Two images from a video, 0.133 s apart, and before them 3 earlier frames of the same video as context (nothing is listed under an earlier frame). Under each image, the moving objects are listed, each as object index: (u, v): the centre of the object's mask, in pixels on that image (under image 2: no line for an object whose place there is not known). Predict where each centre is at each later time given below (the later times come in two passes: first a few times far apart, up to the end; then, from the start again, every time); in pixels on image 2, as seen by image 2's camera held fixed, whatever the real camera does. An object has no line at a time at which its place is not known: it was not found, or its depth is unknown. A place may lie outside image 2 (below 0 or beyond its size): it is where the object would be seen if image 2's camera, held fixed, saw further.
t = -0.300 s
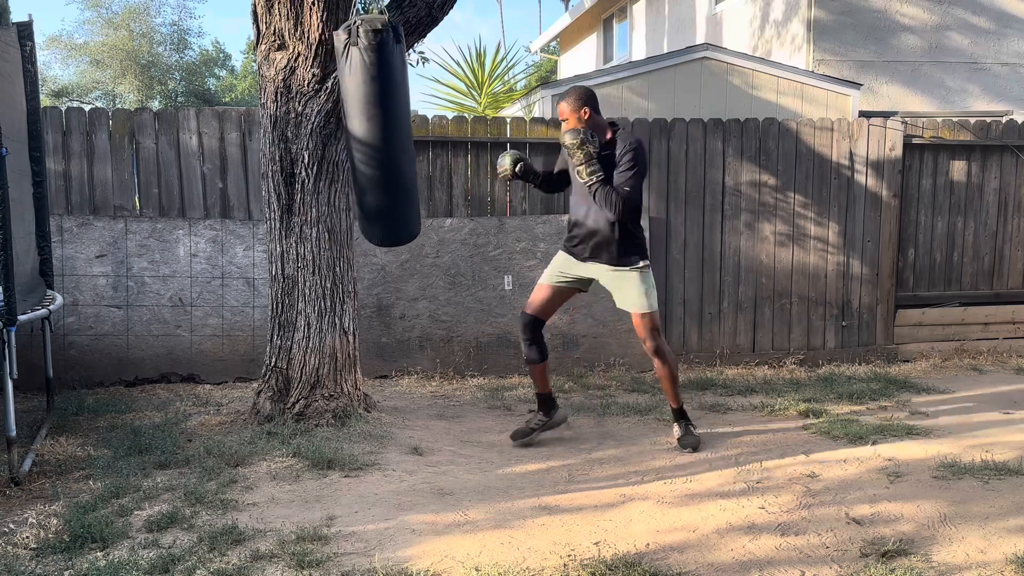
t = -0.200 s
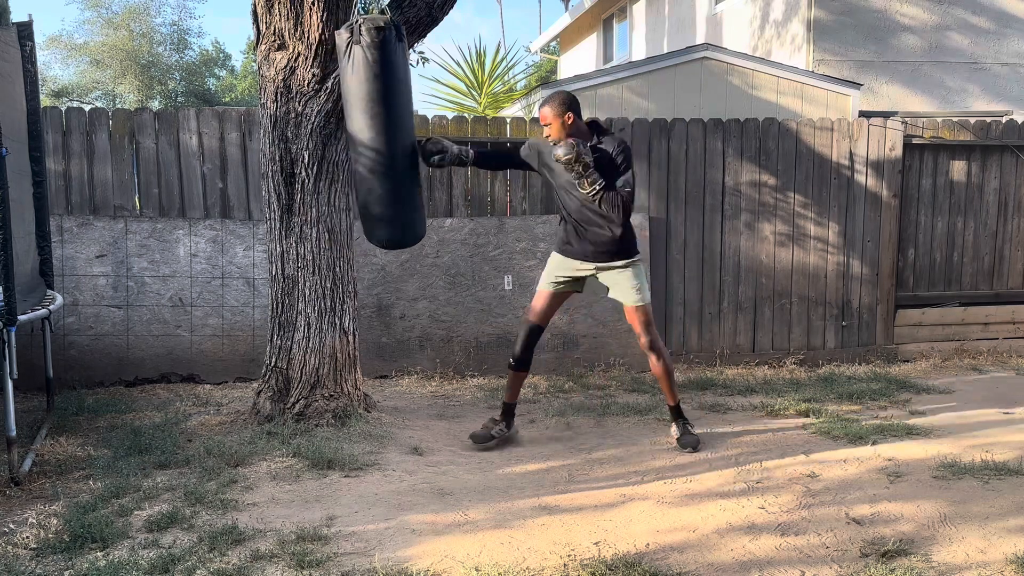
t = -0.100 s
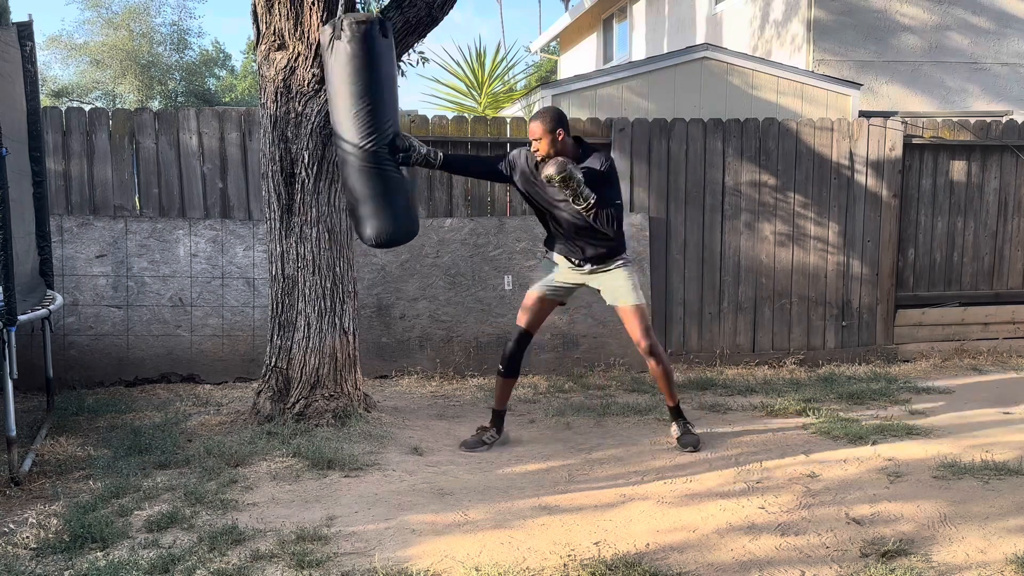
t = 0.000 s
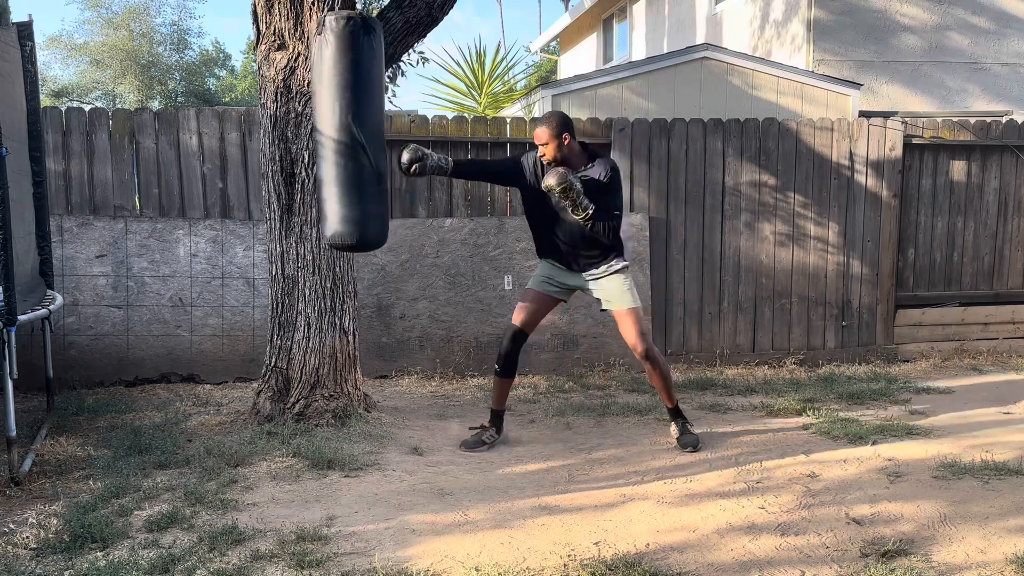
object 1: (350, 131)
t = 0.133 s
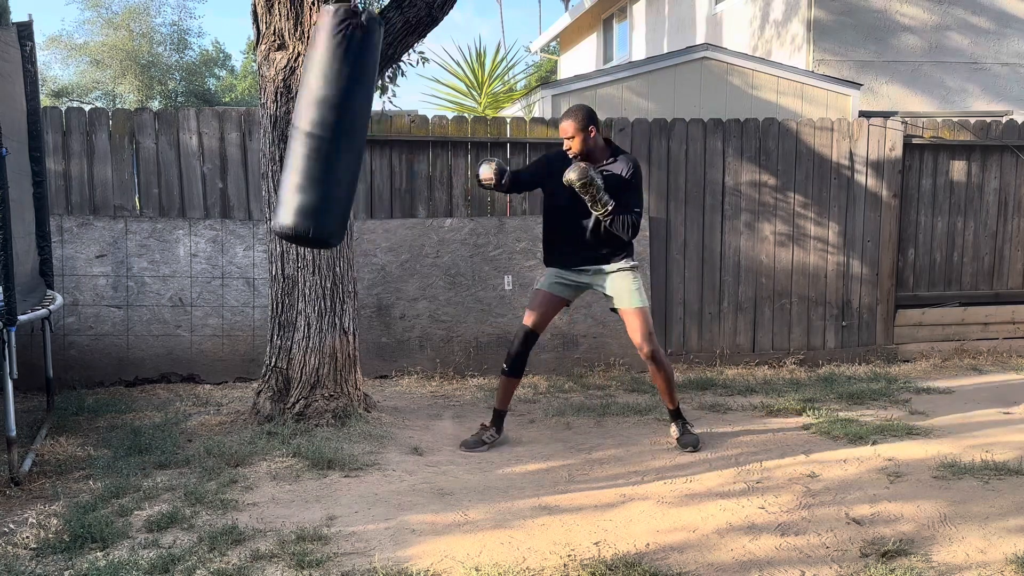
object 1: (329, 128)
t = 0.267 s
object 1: (301, 124)
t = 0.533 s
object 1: (285, 116)
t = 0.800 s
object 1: (310, 123)
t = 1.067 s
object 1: (361, 130)
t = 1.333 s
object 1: (406, 125)
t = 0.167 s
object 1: (322, 126)
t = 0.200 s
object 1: (314, 126)
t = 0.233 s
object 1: (307, 126)
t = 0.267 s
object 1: (301, 124)
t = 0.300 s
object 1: (297, 122)
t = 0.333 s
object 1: (294, 121)
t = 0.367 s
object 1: (291, 120)
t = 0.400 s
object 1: (290, 119)
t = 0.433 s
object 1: (288, 118)
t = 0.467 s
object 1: (286, 117)
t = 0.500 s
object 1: (285, 116)
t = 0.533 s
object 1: (285, 116)
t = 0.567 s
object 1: (285, 117)
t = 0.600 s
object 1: (286, 118)
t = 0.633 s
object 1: (289, 118)
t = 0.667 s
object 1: (292, 119)
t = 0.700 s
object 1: (296, 121)
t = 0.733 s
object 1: (300, 122)
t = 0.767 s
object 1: (305, 123)
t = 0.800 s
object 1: (310, 123)
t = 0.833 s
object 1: (316, 124)
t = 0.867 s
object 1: (321, 125)
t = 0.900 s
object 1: (328, 126)
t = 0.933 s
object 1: (334, 128)
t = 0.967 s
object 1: (341, 128)
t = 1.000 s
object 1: (347, 130)
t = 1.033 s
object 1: (354, 130)
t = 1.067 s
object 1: (361, 130)
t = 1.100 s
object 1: (368, 129)
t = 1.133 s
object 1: (374, 130)
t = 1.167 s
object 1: (380, 129)
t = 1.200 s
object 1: (386, 129)
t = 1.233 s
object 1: (391, 129)
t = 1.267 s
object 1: (397, 127)
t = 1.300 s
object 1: (402, 126)
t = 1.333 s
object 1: (406, 125)
